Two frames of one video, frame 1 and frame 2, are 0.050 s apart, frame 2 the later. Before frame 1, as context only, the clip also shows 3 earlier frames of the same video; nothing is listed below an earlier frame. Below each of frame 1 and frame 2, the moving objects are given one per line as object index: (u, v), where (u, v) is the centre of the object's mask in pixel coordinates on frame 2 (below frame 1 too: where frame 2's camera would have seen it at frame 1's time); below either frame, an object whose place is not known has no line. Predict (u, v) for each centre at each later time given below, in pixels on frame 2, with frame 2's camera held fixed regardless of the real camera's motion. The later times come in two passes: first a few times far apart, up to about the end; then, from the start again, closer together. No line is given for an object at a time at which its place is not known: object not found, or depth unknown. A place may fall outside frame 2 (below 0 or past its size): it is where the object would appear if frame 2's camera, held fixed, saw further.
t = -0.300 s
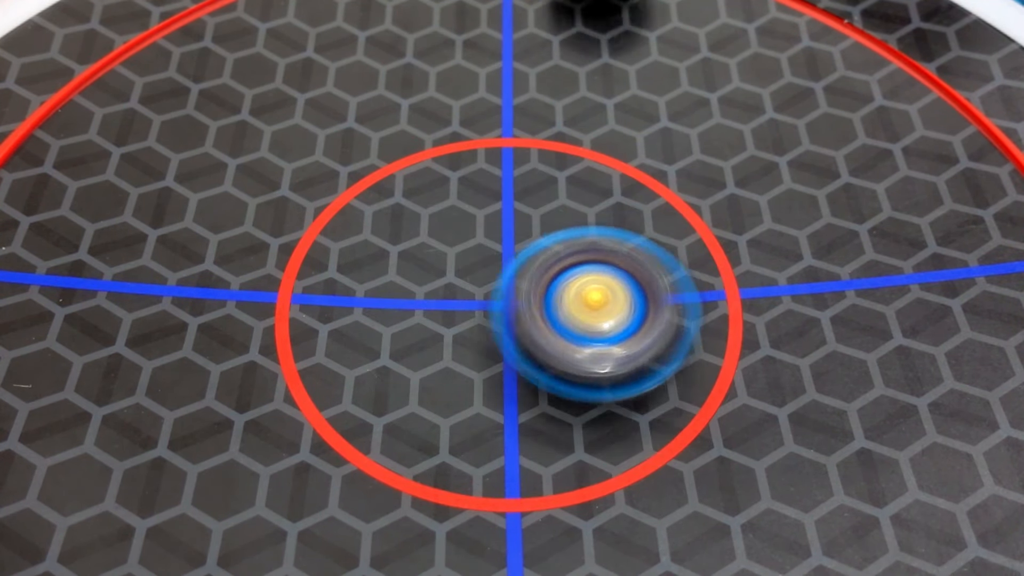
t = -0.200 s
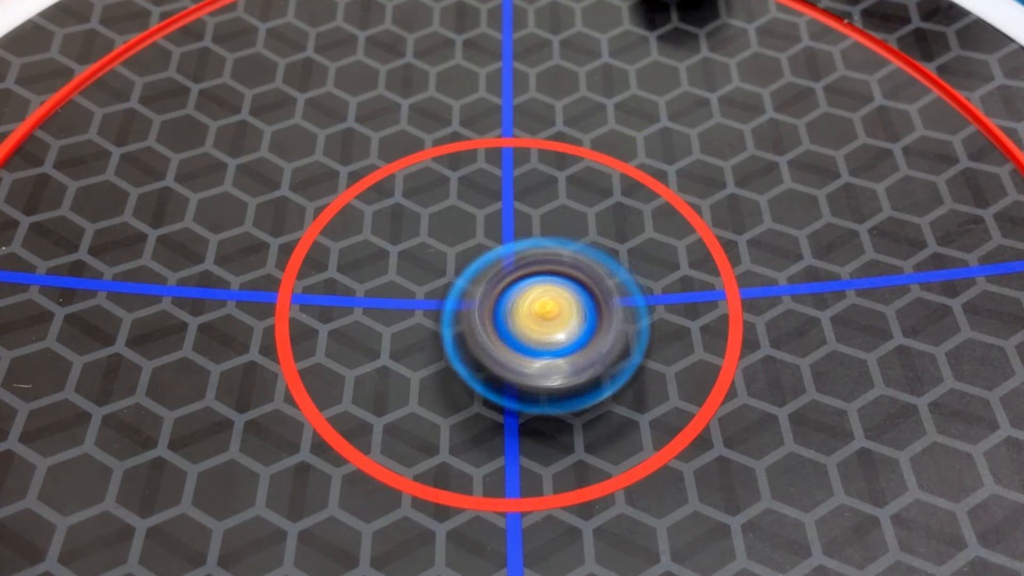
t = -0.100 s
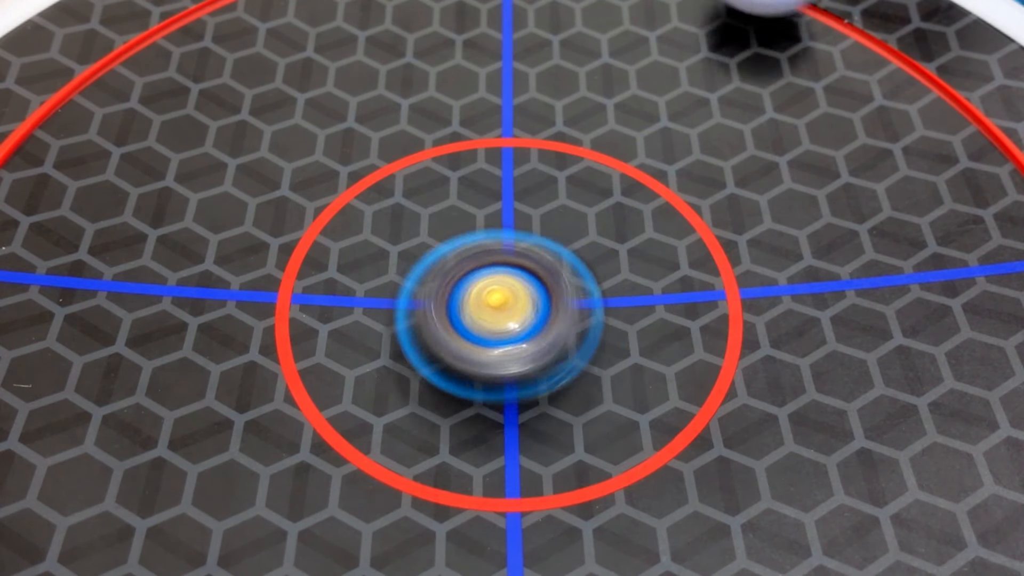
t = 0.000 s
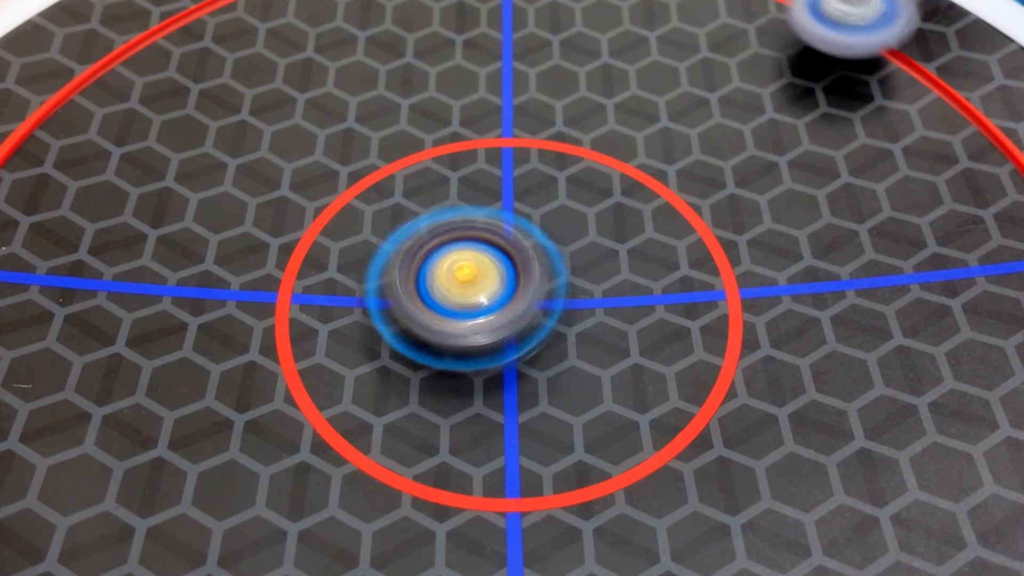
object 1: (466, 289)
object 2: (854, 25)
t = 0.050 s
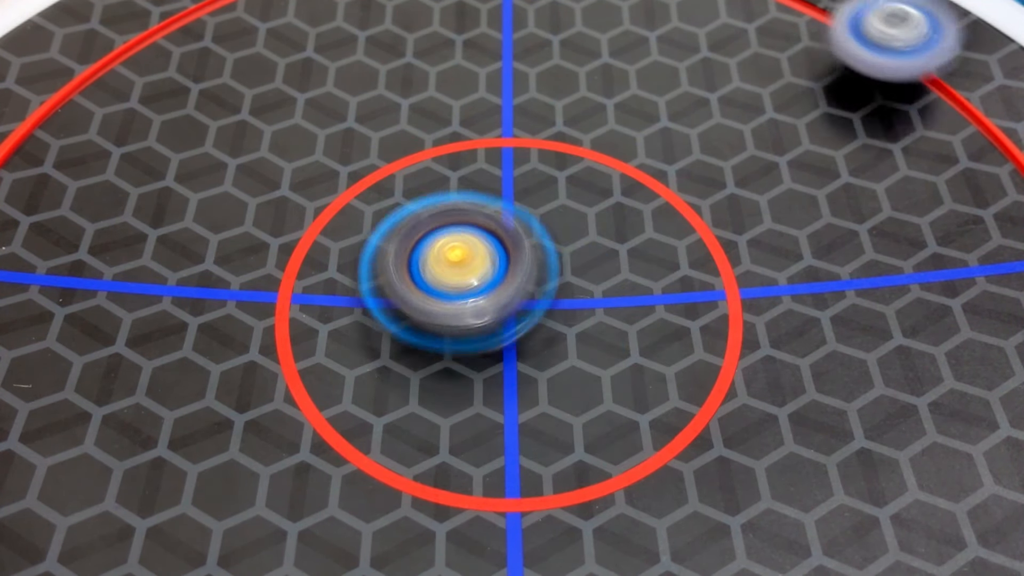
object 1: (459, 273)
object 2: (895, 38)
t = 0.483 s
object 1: (559, 216)
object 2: (833, 421)
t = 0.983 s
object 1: (549, 280)
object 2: (150, 166)
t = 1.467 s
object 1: (518, 265)
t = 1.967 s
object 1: (522, 261)
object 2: (818, 230)
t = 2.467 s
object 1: (521, 271)
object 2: (171, 509)
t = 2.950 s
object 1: (517, 270)
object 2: (108, 98)
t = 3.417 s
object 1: (518, 272)
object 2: (613, 78)
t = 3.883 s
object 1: (520, 272)
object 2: (850, 527)
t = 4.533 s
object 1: (524, 273)
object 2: (138, 519)
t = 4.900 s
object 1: (527, 275)
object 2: (337, 153)
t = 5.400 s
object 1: (526, 275)
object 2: (837, 94)
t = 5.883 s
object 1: (528, 274)
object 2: (974, 454)
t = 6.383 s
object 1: (529, 273)
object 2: (365, 390)
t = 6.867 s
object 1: (533, 269)
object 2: (396, 38)
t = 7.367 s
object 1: (534, 270)
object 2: (718, 54)
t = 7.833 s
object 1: (530, 269)
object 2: (645, 412)
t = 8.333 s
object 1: (527, 268)
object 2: (152, 375)
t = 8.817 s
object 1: (527, 269)
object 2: (325, 105)
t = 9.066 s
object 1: (526, 270)
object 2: (545, 111)
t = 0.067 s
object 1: (458, 267)
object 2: (908, 43)
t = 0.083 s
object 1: (456, 261)
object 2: (924, 50)
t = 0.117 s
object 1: (457, 249)
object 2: (952, 69)
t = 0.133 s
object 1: (458, 243)
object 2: (961, 81)
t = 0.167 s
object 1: (463, 232)
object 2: (973, 104)
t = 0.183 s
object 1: (466, 228)
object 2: (978, 119)
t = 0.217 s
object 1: (472, 220)
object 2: (984, 146)
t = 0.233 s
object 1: (477, 215)
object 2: (985, 163)
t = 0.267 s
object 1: (488, 208)
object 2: (986, 198)
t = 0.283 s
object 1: (494, 206)
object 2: (985, 215)
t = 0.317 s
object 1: (506, 202)
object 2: (981, 252)
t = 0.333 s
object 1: (512, 201)
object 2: (976, 272)
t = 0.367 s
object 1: (524, 201)
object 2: (963, 307)
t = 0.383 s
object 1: (530, 201)
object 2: (956, 327)
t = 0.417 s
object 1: (542, 204)
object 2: (928, 363)
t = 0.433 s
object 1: (547, 206)
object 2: (908, 380)
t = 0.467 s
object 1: (556, 212)
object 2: (860, 407)
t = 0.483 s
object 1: (559, 216)
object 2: (833, 421)
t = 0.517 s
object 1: (564, 222)
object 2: (779, 443)
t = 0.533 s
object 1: (567, 225)
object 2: (747, 451)
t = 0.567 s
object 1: (571, 231)
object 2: (682, 465)
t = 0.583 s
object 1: (573, 234)
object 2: (648, 468)
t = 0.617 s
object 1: (575, 240)
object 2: (583, 471)
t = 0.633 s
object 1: (576, 243)
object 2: (548, 470)
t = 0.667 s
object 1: (576, 249)
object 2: (484, 461)
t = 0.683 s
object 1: (576, 252)
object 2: (451, 455)
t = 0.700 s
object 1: (576, 255)
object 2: (422, 447)
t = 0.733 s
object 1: (575, 260)
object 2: (366, 425)
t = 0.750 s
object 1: (573, 263)
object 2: (338, 412)
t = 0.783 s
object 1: (571, 267)
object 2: (291, 384)
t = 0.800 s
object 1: (569, 268)
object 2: (269, 369)
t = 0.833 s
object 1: (566, 272)
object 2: (230, 333)
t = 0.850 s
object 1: (565, 273)
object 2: (214, 314)
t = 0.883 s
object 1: (560, 276)
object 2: (189, 278)
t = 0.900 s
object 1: (558, 277)
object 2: (179, 260)
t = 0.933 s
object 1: (555, 279)
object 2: (163, 222)
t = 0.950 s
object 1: (553, 279)
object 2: (157, 202)
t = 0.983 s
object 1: (549, 280)
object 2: (150, 166)
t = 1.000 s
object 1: (546, 280)
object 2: (149, 147)
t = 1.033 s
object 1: (543, 280)
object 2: (150, 111)
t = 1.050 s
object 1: (542, 281)
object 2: (153, 96)
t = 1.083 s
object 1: (538, 280)
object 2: (161, 61)
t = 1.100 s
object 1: (536, 280)
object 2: (166, 46)
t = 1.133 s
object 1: (533, 279)
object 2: (179, 28)
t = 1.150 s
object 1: (532, 278)
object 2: (186, 21)
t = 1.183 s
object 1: (529, 277)
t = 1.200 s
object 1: (528, 277)
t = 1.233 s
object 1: (525, 275)
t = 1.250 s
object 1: (525, 274)
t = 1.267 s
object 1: (524, 274)
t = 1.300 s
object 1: (523, 272)
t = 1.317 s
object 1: (521, 272)
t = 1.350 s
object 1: (520, 270)
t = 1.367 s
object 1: (520, 269)
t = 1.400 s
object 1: (519, 268)
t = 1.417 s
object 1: (518, 267)
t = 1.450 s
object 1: (517, 265)
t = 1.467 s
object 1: (518, 265)
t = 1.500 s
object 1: (518, 264)
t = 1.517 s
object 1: (517, 263)
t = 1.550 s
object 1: (517, 262)
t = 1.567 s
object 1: (517, 261)
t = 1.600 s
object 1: (518, 260)
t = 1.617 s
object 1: (517, 261)
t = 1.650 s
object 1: (518, 259)
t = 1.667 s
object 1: (518, 259)
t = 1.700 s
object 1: (519, 259)
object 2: (722, 14)
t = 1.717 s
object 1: (518, 259)
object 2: (733, 19)
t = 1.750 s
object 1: (518, 259)
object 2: (756, 31)
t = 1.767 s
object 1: (519, 259)
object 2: (764, 39)
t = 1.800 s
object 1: (520, 259)
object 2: (785, 61)
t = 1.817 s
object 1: (519, 260)
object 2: (794, 75)
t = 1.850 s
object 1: (520, 259)
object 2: (809, 106)
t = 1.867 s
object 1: (521, 260)
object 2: (814, 122)
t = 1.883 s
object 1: (521, 260)
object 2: (817, 138)
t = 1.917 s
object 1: (521, 261)
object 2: (822, 176)
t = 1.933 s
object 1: (521, 260)
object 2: (822, 193)
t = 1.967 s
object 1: (522, 261)
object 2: (818, 230)
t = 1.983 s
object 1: (523, 262)
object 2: (813, 251)
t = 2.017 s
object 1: (522, 262)
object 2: (800, 291)
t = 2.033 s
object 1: (523, 262)
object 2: (792, 309)
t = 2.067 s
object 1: (523, 264)
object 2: (771, 349)
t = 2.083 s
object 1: (524, 264)
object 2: (758, 368)
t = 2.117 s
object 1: (523, 265)
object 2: (727, 405)
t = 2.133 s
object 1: (524, 265)
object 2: (708, 423)
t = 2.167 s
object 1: (525, 266)
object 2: (668, 457)
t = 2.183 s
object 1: (524, 267)
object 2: (645, 472)
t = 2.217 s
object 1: (524, 267)
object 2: (599, 495)
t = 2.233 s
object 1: (524, 268)
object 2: (572, 504)
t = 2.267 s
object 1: (524, 268)
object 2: (518, 515)
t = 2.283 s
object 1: (523, 269)
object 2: (488, 517)
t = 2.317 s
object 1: (524, 269)
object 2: (428, 523)
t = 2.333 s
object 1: (523, 270)
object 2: (401, 524)
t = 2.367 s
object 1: (522, 270)
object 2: (343, 525)
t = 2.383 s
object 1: (522, 270)
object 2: (312, 524)
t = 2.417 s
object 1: (522, 271)
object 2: (256, 520)
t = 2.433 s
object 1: (522, 271)
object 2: (224, 517)
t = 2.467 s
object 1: (521, 271)
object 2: (171, 509)
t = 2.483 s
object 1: (522, 271)
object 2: (143, 503)
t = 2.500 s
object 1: (522, 271)
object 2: (119, 495)
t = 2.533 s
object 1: (521, 272)
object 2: (84, 468)
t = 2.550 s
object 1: (521, 271)
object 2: (73, 452)
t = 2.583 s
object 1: (521, 271)
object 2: (56, 417)
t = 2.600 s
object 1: (521, 271)
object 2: (51, 398)
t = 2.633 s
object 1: (520, 271)
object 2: (41, 365)
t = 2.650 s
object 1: (520, 271)
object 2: (39, 349)
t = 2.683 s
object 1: (520, 271)
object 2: (33, 314)
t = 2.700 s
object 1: (520, 271)
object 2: (32, 297)
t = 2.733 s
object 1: (520, 270)
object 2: (31, 265)
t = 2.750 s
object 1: (520, 271)
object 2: (32, 250)
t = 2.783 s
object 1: (519, 271)
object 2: (35, 219)
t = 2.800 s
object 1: (518, 270)
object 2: (37, 205)
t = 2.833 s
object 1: (519, 270)
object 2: (43, 178)
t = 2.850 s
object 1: (519, 270)
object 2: (48, 166)
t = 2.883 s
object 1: (518, 270)
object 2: (60, 141)
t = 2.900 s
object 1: (519, 269)
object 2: (67, 130)
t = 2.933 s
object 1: (518, 270)
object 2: (94, 108)
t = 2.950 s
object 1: (517, 270)
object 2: (108, 98)
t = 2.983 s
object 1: (518, 269)
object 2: (139, 79)
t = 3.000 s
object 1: (518, 270)
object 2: (156, 72)
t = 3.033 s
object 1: (517, 270)
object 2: (191, 59)
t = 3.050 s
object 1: (517, 269)
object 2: (209, 53)
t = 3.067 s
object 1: (518, 270)
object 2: (227, 47)
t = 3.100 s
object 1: (517, 270)
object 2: (263, 40)
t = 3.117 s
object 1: (517, 270)
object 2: (282, 37)
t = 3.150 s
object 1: (517, 271)
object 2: (319, 34)
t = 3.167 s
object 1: (517, 271)
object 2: (339, 33)
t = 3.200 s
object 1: (517, 271)
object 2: (377, 32)
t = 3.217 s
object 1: (518, 271)
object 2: (396, 32)
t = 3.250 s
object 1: (517, 272)
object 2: (433, 33)
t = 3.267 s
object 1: (517, 271)
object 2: (451, 35)
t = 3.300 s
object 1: (518, 272)
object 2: (489, 38)
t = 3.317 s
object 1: (518, 272)
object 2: (509, 42)
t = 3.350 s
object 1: (518, 272)
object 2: (546, 52)
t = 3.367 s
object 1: (519, 272)
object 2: (564, 57)
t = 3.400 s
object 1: (518, 273)
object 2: (597, 70)
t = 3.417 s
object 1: (518, 272)
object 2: (613, 78)
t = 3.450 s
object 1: (519, 273)
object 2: (647, 95)
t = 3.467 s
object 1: (519, 273)
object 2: (664, 105)
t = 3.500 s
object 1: (519, 272)
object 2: (694, 126)
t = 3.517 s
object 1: (520, 273)
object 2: (709, 139)
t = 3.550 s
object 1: (519, 273)
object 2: (739, 165)
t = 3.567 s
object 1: (519, 273)
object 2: (754, 180)
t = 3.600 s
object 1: (520, 273)
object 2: (782, 210)
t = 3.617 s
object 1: (520, 273)
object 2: (795, 226)
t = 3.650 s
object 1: (520, 273)
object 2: (818, 259)
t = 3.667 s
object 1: (520, 273)
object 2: (828, 278)
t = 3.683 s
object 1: (520, 273)
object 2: (838, 297)
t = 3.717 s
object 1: (520, 272)
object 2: (854, 338)
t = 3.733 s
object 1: (521, 273)
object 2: (861, 358)
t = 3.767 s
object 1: (520, 273)
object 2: (868, 401)
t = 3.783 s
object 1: (520, 272)
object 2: (871, 425)
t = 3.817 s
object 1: (521, 272)
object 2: (872, 468)
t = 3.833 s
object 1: (520, 272)
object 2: (870, 493)
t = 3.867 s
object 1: (520, 271)
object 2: (857, 517)
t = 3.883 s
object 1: (520, 272)
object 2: (850, 527)
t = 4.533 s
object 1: (524, 273)
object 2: (138, 519)
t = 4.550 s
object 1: (525, 274)
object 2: (133, 506)
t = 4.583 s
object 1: (525, 275)
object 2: (133, 468)
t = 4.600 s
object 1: (525, 274)
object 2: (136, 446)
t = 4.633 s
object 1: (527, 274)
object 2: (145, 399)
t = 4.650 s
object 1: (526, 275)
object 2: (152, 380)
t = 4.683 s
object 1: (527, 275)
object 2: (167, 341)
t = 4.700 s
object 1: (527, 275)
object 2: (177, 321)
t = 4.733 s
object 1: (527, 274)
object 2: (198, 285)
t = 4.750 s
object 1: (528, 275)
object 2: (209, 269)
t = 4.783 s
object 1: (527, 275)
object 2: (235, 237)
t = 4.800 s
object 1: (528, 275)
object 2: (247, 223)
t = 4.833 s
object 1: (528, 275)
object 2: (276, 197)
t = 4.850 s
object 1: (527, 275)
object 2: (291, 186)
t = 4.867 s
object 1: (528, 275)
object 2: (305, 174)
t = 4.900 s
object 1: (527, 275)
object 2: (337, 153)
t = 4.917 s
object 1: (527, 275)
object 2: (354, 143)
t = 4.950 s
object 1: (528, 275)
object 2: (386, 125)
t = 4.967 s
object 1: (527, 275)
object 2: (403, 119)
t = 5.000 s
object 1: (527, 275)
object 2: (437, 105)
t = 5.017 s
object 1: (527, 275)
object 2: (453, 98)
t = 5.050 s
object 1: (527, 275)
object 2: (486, 88)
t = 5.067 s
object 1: (527, 275)
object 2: (503, 85)
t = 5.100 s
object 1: (527, 275)
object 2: (538, 76)
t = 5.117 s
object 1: (528, 275)
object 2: (556, 73)
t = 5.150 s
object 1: (527, 276)
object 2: (588, 69)
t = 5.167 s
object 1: (527, 275)
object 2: (605, 68)
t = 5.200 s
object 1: (528, 276)
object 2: (639, 66)
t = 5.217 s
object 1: (527, 275)
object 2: (655, 66)
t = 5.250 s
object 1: (528, 275)
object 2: (689, 67)
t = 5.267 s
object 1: (528, 276)
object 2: (706, 68)
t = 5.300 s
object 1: (528, 275)
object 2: (740, 72)
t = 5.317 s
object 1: (528, 275)
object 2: (755, 75)
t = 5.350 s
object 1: (527, 274)
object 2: (788, 81)
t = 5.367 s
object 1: (528, 275)
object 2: (805, 85)
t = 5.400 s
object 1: (526, 275)
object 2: (837, 94)
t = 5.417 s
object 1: (527, 274)
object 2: (853, 101)
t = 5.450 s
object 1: (527, 275)
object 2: (882, 114)
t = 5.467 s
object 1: (526, 274)
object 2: (896, 120)
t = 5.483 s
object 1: (527, 274)
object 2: (912, 127)
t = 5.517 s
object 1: (526, 275)
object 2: (939, 145)
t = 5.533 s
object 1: (527, 274)
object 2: (952, 154)
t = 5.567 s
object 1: (527, 275)
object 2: (967, 172)
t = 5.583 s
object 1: (526, 274)
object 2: (973, 184)
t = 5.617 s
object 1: (528, 275)
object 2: (983, 206)
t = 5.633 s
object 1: (527, 275)
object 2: (987, 217)
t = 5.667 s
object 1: (528, 275)
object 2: (994, 243)
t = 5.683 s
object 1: (527, 275)
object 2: (996, 256)
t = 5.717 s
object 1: (528, 274)
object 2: (999, 285)
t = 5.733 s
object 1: (528, 275)
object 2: (1000, 301)
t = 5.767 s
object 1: (527, 274)
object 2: (999, 334)
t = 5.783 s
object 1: (528, 274)
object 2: (998, 351)
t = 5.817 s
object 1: (527, 274)
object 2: (993, 384)
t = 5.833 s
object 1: (528, 274)
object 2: (990, 403)
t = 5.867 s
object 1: (527, 274)
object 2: (980, 438)
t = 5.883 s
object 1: (528, 274)
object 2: (974, 454)
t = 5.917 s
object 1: (528, 275)
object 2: (957, 486)
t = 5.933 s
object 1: (527, 274)
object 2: (945, 496)
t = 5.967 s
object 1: (529, 274)
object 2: (913, 510)
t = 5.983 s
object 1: (528, 274)
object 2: (890, 515)
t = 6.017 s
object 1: (529, 274)
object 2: (838, 523)
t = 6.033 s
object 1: (528, 274)
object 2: (815, 526)
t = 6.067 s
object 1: (529, 273)
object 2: (760, 529)
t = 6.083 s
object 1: (529, 274)
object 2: (733, 529)
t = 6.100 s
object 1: (528, 273)
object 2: (707, 529)
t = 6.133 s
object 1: (530, 273)
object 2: (657, 527)
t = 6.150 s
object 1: (529, 273)
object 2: (631, 526)
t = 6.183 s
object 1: (530, 273)
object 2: (583, 520)
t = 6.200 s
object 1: (529, 274)
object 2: (558, 516)
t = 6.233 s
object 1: (530, 273)
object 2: (513, 506)
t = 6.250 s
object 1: (530, 273)
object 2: (492, 499)
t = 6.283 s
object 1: (530, 273)
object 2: (453, 476)
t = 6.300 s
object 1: (530, 273)
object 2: (437, 463)
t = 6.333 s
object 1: (530, 273)
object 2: (404, 434)
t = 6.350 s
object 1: (530, 273)
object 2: (390, 420)
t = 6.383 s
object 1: (529, 273)
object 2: (365, 390)
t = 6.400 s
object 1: (531, 273)
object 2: (355, 377)
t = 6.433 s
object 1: (530, 273)
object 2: (335, 343)
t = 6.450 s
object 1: (531, 273)
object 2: (328, 329)
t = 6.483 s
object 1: (530, 273)
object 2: (315, 296)
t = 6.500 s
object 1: (531, 272)
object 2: (311, 281)
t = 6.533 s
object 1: (531, 273)
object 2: (307, 250)
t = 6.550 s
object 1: (531, 272)
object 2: (306, 235)
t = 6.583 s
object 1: (532, 272)
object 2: (308, 207)
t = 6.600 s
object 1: (531, 272)
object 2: (310, 193)
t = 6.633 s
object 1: (532, 272)
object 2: (317, 167)
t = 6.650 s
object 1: (531, 271)
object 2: (320, 154)
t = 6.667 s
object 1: (533, 271)
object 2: (324, 142)
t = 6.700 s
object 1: (532, 271)
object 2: (333, 121)
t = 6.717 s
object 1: (533, 270)
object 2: (338, 110)
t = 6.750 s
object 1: (533, 271)
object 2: (348, 92)
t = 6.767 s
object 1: (533, 270)
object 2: (354, 82)
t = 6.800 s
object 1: (533, 270)
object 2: (366, 64)
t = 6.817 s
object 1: (533, 270)
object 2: (373, 55)
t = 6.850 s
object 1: (534, 270)
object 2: (389, 42)
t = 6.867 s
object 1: (533, 269)
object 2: (396, 38)
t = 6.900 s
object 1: (534, 270)
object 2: (413, 31)
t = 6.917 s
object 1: (533, 270)
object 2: (422, 28)
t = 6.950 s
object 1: (534, 270)
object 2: (441, 22)
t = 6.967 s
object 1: (533, 270)
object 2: (449, 20)
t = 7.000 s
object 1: (534, 269)
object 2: (470, 16)
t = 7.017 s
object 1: (533, 270)
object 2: (481, 15)
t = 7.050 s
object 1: (534, 270)
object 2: (504, 13)
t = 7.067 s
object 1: (533, 270)
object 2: (516, 12)
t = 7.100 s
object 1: (534, 270)
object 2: (540, 11)
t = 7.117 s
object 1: (533, 270)
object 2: (552, 11)
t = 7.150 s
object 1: (534, 270)
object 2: (577, 12)
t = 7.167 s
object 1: (533, 270)
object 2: (589, 13)
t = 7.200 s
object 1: (534, 270)
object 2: (613, 15)
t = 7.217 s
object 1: (534, 270)
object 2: (624, 17)
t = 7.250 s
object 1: (534, 270)
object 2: (647, 21)
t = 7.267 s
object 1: (534, 270)
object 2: (659, 23)
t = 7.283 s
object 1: (533, 270)
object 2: (670, 27)
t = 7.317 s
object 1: (534, 270)
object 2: (690, 34)
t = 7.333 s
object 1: (533, 270)
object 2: (700, 39)
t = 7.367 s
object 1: (534, 270)
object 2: (718, 54)
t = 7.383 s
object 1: (533, 270)
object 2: (727, 63)
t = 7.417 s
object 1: (534, 270)
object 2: (742, 84)
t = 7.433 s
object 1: (532, 269)
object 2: (749, 95)
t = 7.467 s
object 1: (533, 269)
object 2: (760, 117)
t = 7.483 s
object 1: (532, 269)
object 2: (764, 130)
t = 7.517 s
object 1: (533, 269)
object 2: (770, 155)
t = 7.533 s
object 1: (532, 269)
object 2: (773, 168)
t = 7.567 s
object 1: (533, 269)
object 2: (773, 195)
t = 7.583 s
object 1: (532, 269)
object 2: (774, 209)
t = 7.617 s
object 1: (533, 269)
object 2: (770, 236)
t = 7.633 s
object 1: (532, 269)
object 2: (766, 251)
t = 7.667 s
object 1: (532, 269)
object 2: (756, 280)
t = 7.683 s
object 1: (531, 269)
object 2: (749, 295)
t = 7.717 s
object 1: (532, 269)
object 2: (732, 323)
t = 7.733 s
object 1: (531, 269)
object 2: (724, 337)
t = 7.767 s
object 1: (531, 269)
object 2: (703, 363)
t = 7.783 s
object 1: (530, 269)
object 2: (690, 377)
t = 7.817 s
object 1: (531, 269)
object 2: (661, 402)
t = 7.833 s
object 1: (530, 269)
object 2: (645, 412)
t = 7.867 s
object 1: (531, 269)
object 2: (612, 432)
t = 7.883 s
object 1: (529, 269)
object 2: (595, 440)
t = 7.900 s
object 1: (530, 268)
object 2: (576, 448)
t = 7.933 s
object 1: (529, 269)
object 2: (538, 462)
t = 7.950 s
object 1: (529, 268)
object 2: (518, 468)
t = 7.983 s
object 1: (528, 269)
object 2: (477, 476)
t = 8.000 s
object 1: (529, 268)
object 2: (457, 478)
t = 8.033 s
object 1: (528, 268)
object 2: (417, 480)
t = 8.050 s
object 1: (529, 268)
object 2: (397, 480)
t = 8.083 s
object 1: (527, 268)
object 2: (359, 476)
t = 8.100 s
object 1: (528, 268)
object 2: (340, 474)
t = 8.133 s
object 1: (527, 268)
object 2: (305, 467)
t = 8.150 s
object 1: (528, 268)
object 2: (289, 462)
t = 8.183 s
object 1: (527, 268)
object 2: (256, 451)
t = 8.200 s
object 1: (528, 268)
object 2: (240, 447)
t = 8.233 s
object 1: (527, 268)
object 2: (214, 431)
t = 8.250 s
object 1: (528, 268)
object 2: (201, 422)
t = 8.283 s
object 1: (527, 268)
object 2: (180, 405)
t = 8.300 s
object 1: (528, 268)
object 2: (169, 396)
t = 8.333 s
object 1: (527, 268)
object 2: (152, 375)
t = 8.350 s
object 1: (528, 268)
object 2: (146, 366)
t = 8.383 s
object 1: (527, 268)
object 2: (133, 343)
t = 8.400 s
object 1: (528, 268)
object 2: (130, 331)
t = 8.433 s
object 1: (527, 268)
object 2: (127, 308)
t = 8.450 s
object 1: (528, 268)
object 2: (126, 297)
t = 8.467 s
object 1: (527, 268)
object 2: (126, 284)
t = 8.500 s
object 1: (528, 268)
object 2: (131, 259)
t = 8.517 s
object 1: (527, 268)
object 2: (135, 249)
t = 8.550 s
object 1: (528, 268)
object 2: (143, 226)
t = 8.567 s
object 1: (526, 268)
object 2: (150, 215)
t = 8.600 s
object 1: (527, 269)
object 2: (166, 194)
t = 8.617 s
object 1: (526, 268)
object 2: (174, 185)
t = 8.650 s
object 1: (527, 269)
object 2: (195, 165)
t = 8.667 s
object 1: (526, 268)
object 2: (206, 157)
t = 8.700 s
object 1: (527, 269)
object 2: (228, 142)
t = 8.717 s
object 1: (527, 268)
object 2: (242, 135)
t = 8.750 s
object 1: (526, 269)
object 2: (268, 123)
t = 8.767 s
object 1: (527, 268)
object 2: (281, 118)
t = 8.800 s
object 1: (526, 269)
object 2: (310, 108)
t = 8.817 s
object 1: (527, 269)
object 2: (325, 105)
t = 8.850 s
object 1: (526, 269)
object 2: (352, 99)
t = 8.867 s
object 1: (527, 269)
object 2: (368, 96)
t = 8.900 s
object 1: (526, 269)
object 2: (398, 96)
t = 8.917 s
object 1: (527, 269)
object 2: (411, 95)
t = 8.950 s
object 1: (526, 269)
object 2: (442, 95)
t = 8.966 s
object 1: (527, 269)
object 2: (456, 96)
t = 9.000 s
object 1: (526, 269)
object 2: (486, 99)
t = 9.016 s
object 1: (526, 269)
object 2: (501, 101)
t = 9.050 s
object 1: (526, 269)
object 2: (530, 108)
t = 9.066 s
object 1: (526, 270)
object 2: (545, 111)
